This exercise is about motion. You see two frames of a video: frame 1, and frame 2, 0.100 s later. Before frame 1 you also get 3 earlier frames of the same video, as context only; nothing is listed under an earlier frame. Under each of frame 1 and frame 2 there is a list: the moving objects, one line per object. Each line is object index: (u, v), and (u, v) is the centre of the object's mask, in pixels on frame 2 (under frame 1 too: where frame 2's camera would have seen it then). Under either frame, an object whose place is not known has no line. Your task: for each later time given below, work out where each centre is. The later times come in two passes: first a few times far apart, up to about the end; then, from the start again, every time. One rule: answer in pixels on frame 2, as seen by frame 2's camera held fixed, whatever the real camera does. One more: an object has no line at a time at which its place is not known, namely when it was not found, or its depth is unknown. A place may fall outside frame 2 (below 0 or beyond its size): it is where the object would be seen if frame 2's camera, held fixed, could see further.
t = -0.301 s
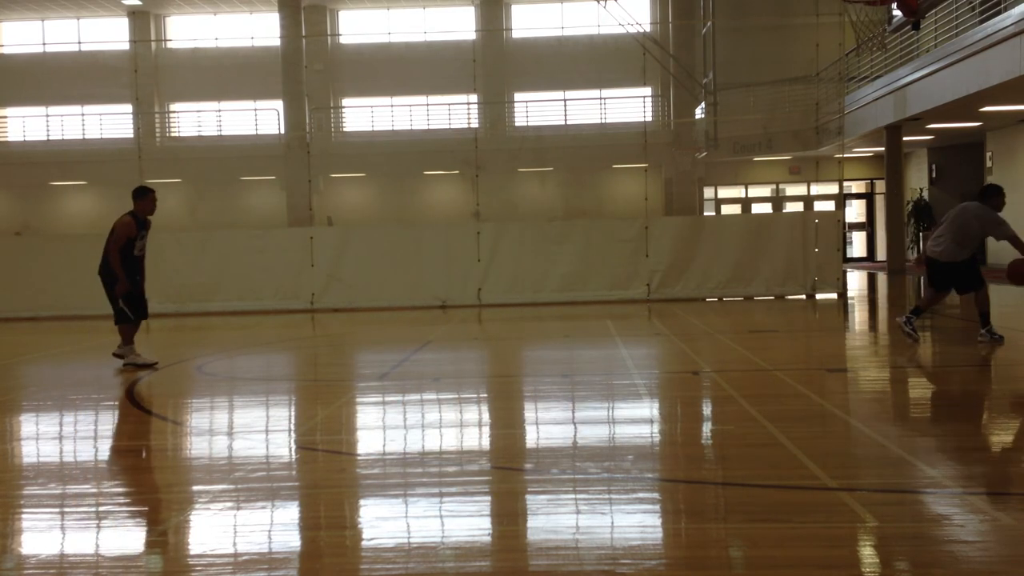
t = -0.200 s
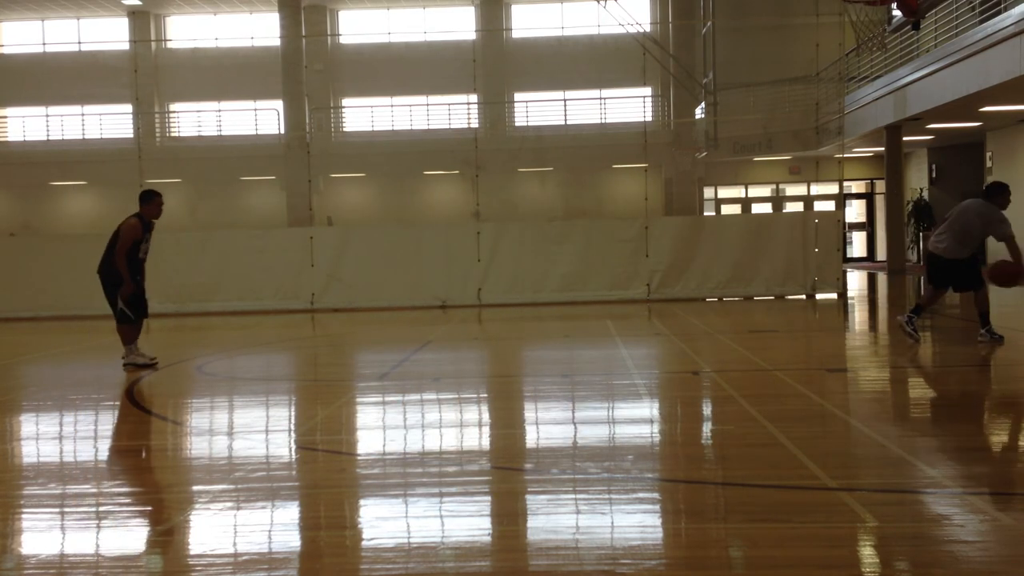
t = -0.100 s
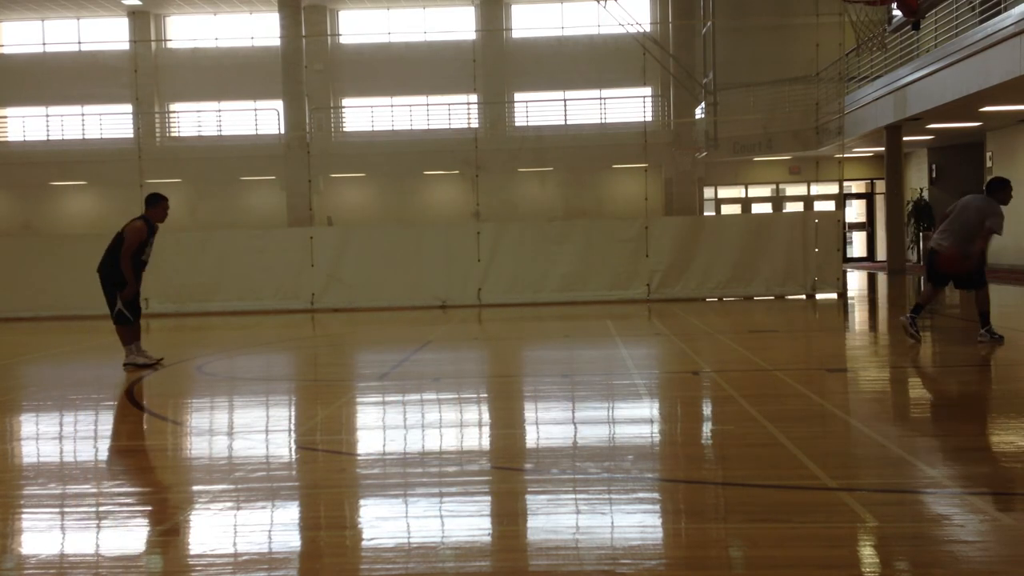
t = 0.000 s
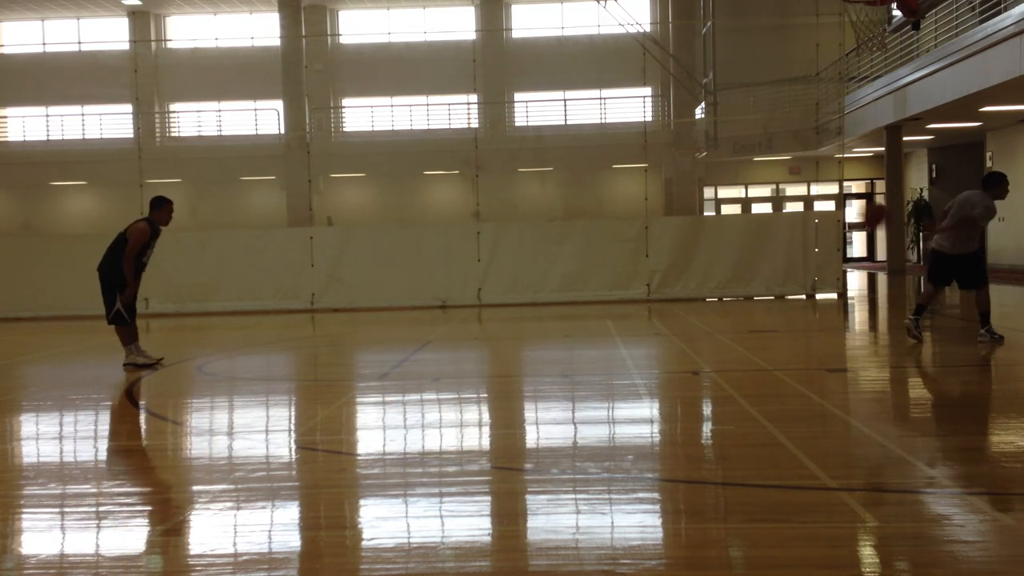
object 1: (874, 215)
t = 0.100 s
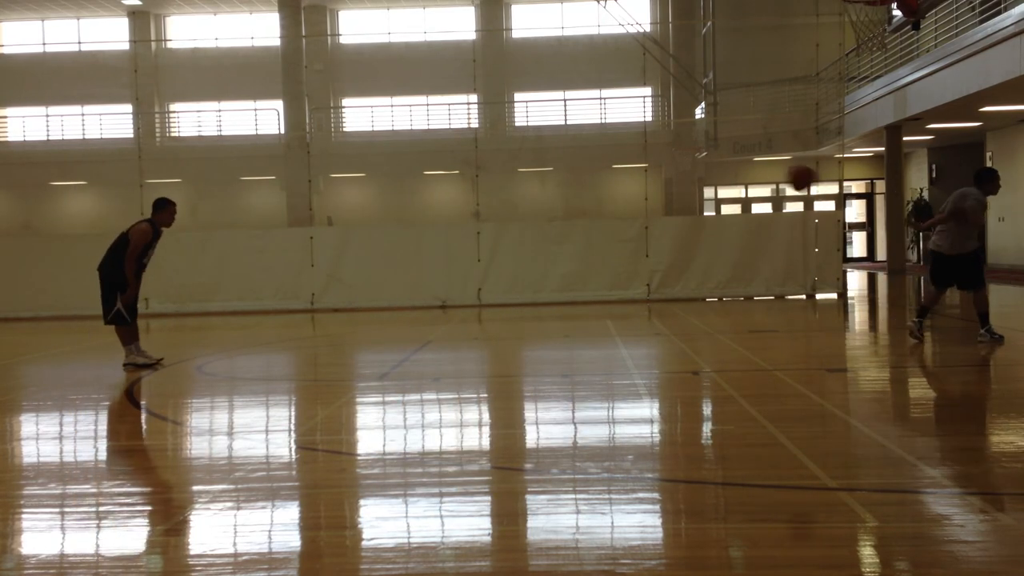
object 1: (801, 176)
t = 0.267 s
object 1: (684, 143)
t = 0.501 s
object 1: (527, 146)
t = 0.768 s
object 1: (354, 223)
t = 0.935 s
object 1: (251, 308)
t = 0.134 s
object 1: (777, 169)
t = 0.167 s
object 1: (753, 161)
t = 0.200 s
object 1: (731, 154)
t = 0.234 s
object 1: (707, 148)
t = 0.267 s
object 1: (684, 143)
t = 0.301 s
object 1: (661, 141)
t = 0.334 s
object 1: (638, 139)
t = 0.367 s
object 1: (615, 138)
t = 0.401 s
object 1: (593, 138)
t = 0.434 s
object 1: (570, 140)
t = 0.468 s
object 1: (548, 143)
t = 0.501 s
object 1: (527, 146)
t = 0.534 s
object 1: (504, 152)
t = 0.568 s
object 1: (483, 159)
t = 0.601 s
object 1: (461, 166)
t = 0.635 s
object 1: (440, 175)
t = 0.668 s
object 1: (418, 185)
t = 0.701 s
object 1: (397, 197)
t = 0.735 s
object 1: (376, 209)
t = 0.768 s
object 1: (354, 223)
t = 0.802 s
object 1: (334, 237)
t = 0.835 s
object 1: (313, 253)
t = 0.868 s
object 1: (292, 271)
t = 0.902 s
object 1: (272, 289)
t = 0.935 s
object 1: (251, 308)
